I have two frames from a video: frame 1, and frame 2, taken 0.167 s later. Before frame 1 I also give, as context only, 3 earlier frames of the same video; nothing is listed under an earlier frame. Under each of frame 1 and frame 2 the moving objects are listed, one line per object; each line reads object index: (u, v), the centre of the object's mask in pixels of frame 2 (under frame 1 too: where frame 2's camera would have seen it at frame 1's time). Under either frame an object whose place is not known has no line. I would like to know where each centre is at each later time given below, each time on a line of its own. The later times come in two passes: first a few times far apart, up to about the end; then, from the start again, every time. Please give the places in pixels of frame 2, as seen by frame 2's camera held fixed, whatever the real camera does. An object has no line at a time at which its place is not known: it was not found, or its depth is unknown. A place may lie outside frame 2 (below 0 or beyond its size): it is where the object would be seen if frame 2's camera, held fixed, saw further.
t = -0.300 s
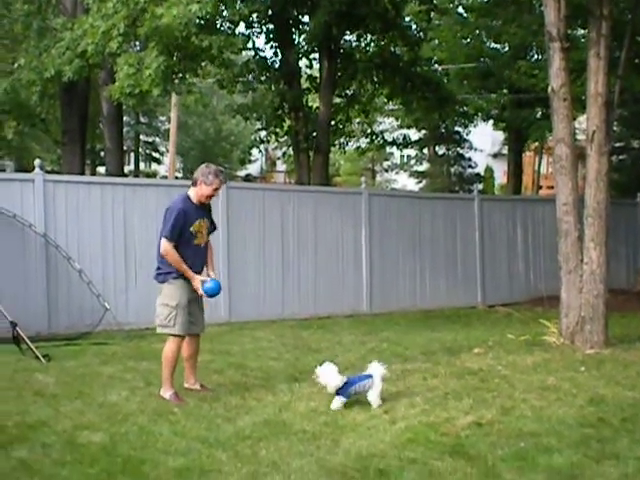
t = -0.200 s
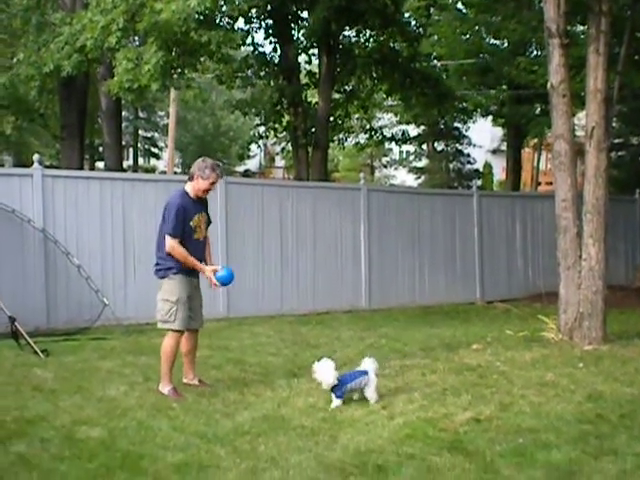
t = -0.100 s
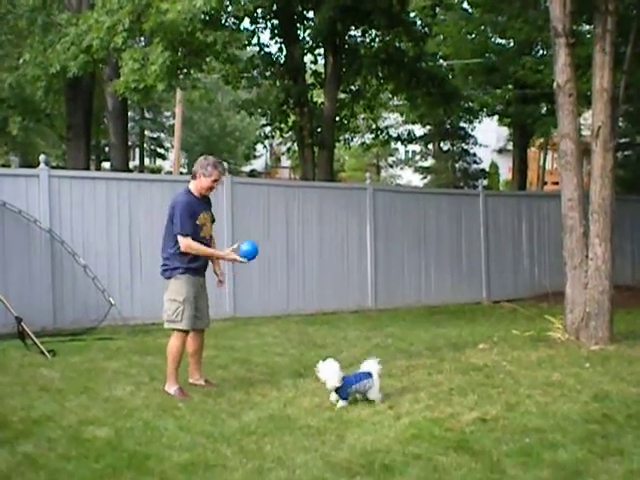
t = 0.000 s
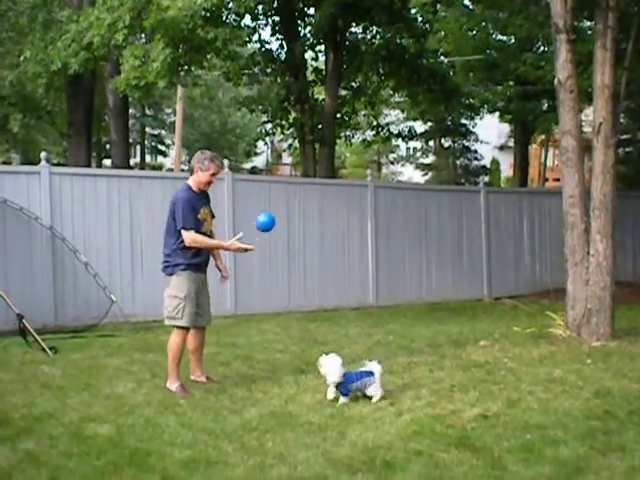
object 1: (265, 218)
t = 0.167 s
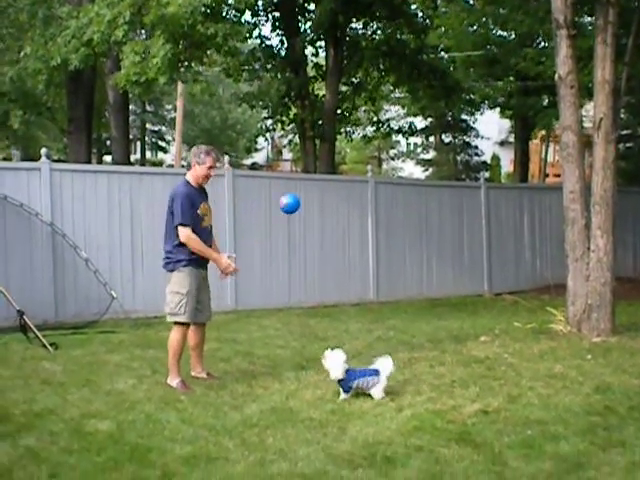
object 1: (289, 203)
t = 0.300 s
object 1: (307, 218)
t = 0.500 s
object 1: (331, 282)
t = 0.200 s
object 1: (294, 205)
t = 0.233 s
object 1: (298, 208)
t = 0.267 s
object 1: (303, 212)
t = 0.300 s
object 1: (307, 218)
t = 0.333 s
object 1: (312, 225)
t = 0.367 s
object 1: (315, 234)
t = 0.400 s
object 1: (319, 244)
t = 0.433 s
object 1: (323, 255)
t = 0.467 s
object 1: (327, 268)
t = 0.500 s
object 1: (331, 282)
